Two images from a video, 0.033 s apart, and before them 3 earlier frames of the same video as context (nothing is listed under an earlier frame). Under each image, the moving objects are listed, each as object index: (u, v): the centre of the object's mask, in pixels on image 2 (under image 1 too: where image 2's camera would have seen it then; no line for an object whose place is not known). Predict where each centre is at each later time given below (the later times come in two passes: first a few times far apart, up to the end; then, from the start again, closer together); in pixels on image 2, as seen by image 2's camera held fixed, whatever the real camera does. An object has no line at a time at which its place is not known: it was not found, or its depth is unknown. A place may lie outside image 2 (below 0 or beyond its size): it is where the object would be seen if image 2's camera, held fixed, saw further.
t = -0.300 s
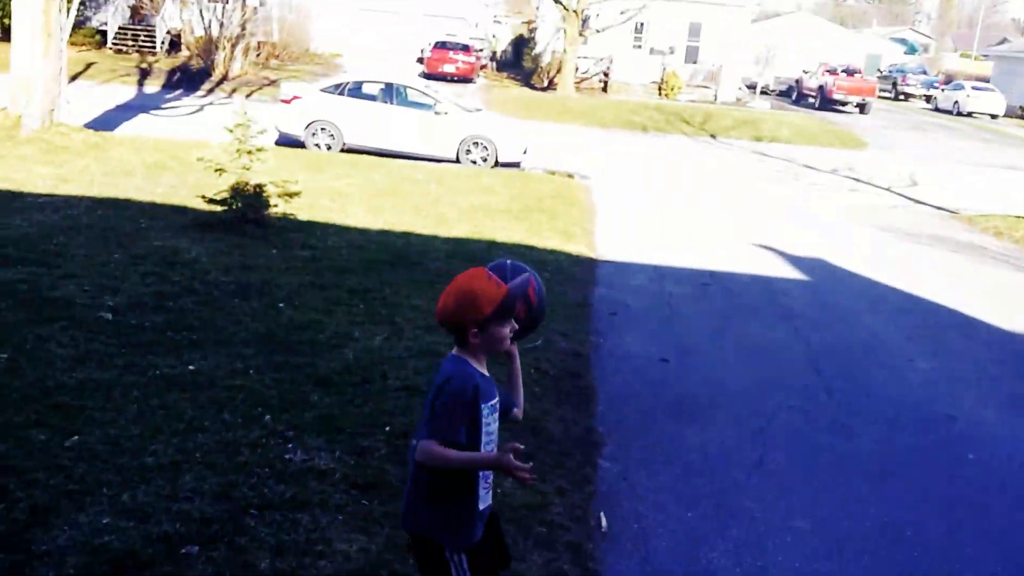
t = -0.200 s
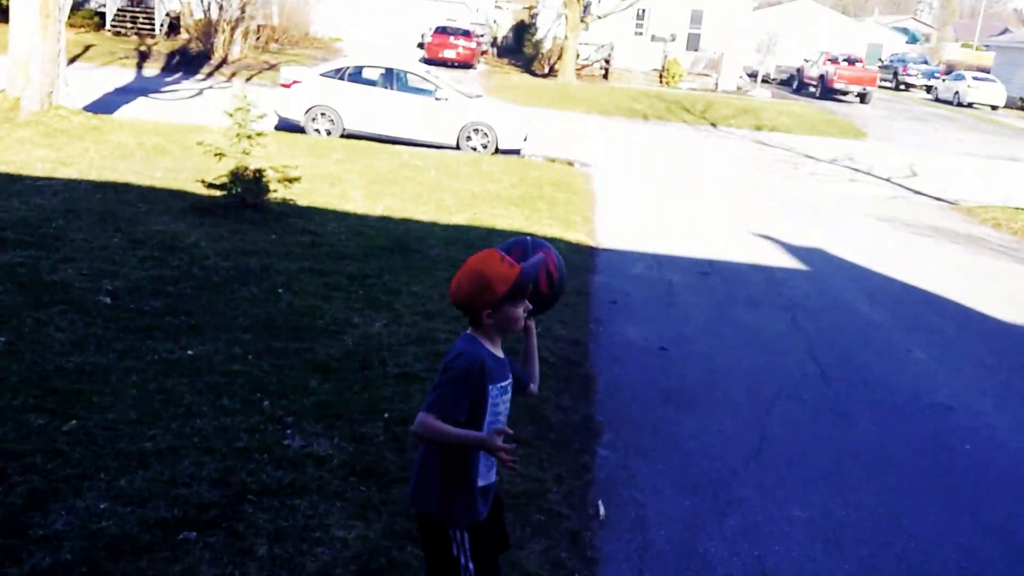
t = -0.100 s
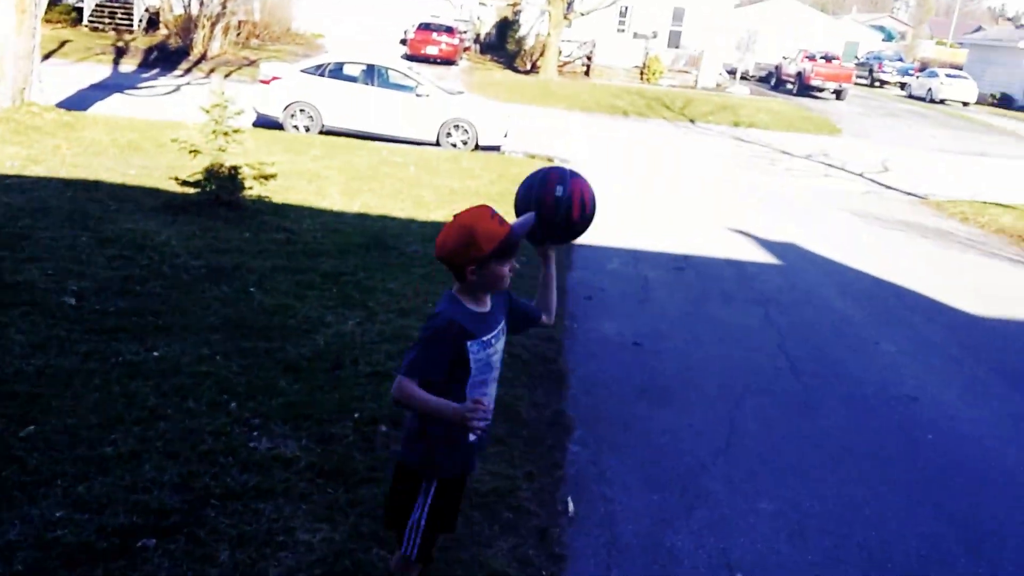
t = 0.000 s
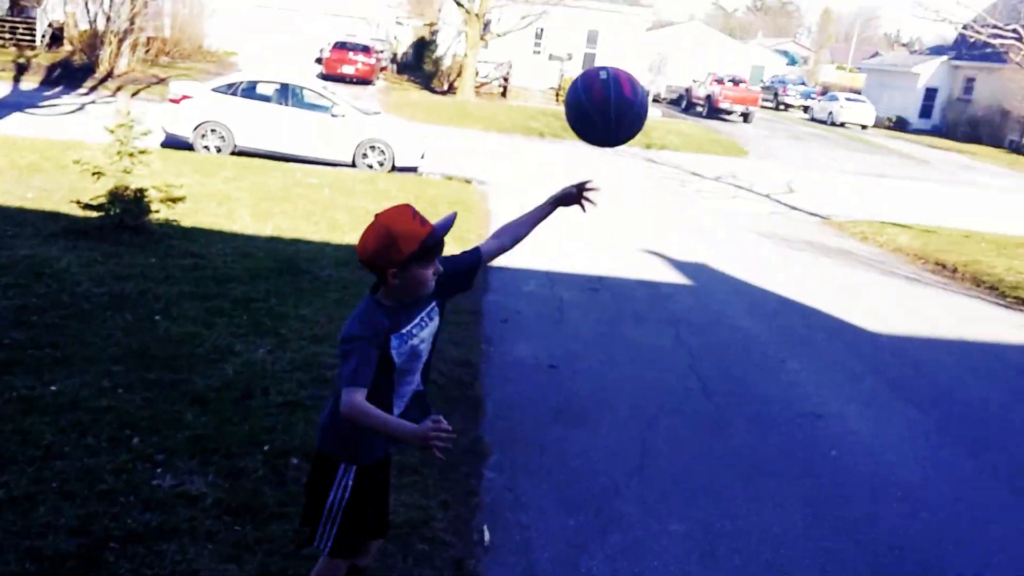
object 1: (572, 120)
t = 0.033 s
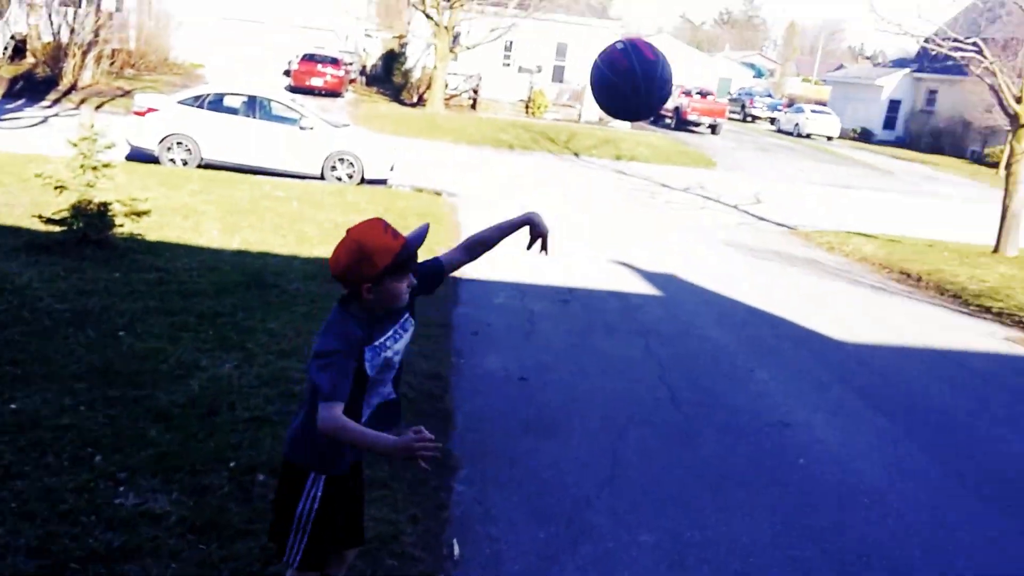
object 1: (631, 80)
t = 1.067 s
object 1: (1395, 156)
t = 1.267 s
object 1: (1281, 314)
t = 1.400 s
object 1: (1207, 466)
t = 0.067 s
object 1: (689, 44)
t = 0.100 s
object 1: (747, 12)
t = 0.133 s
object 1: (805, -13)
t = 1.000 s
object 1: (1422, 123)
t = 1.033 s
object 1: (1411, 138)
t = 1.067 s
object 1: (1395, 156)
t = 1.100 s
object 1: (1377, 176)
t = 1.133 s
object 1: (1358, 199)
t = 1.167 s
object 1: (1338, 223)
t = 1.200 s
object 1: (1319, 251)
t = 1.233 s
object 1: (1300, 282)
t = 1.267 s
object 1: (1281, 314)
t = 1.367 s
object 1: (1226, 425)
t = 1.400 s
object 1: (1207, 466)
